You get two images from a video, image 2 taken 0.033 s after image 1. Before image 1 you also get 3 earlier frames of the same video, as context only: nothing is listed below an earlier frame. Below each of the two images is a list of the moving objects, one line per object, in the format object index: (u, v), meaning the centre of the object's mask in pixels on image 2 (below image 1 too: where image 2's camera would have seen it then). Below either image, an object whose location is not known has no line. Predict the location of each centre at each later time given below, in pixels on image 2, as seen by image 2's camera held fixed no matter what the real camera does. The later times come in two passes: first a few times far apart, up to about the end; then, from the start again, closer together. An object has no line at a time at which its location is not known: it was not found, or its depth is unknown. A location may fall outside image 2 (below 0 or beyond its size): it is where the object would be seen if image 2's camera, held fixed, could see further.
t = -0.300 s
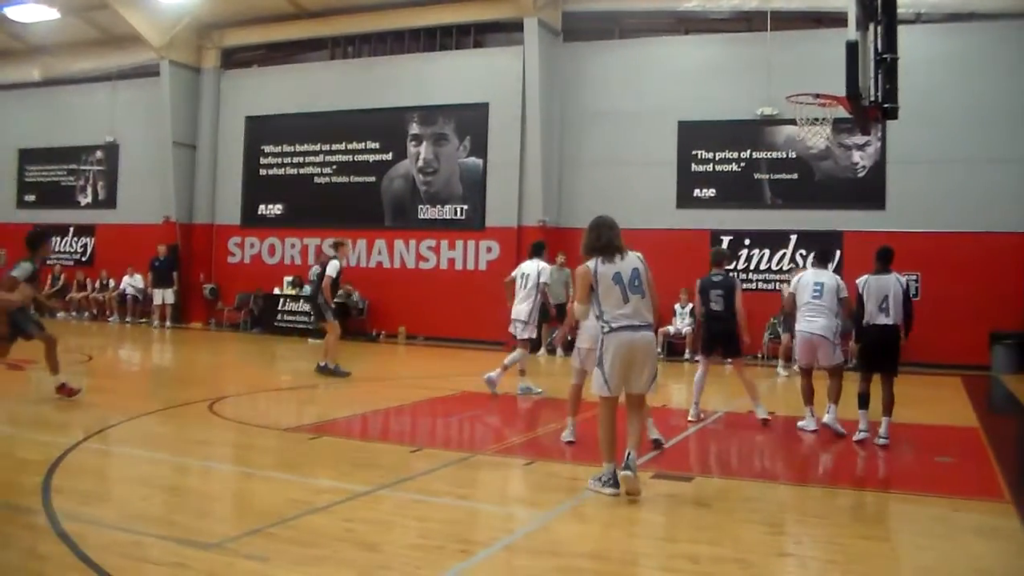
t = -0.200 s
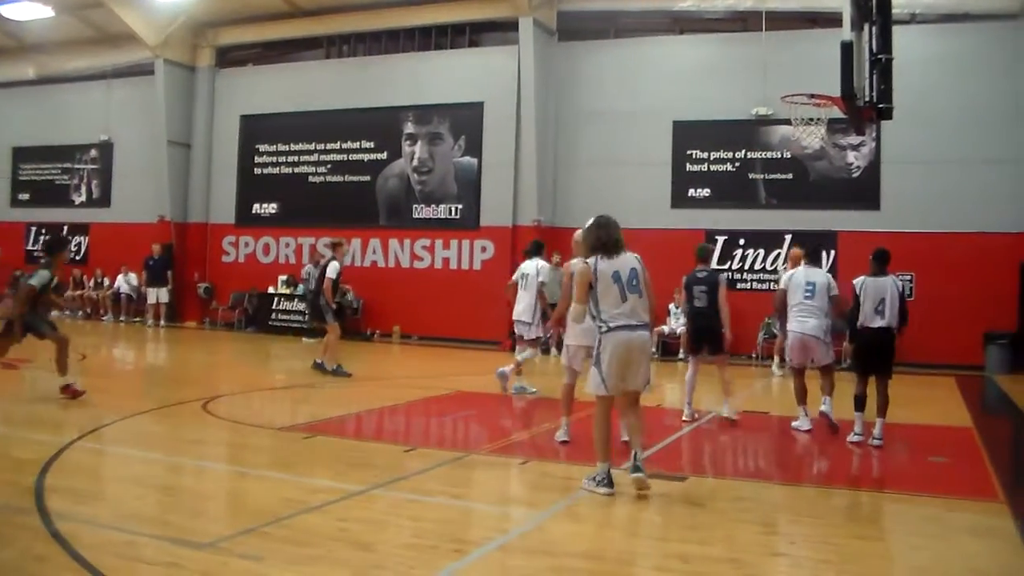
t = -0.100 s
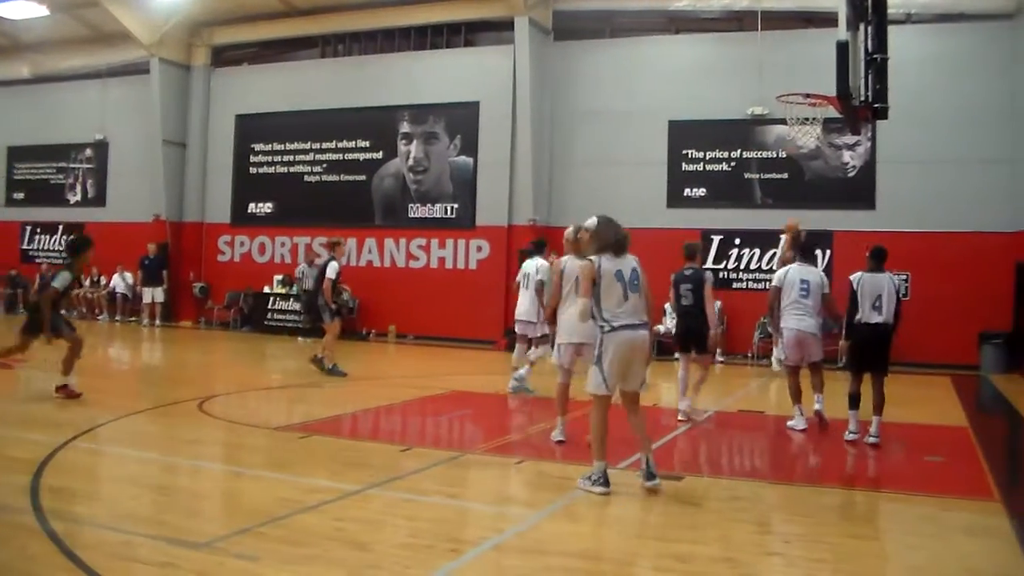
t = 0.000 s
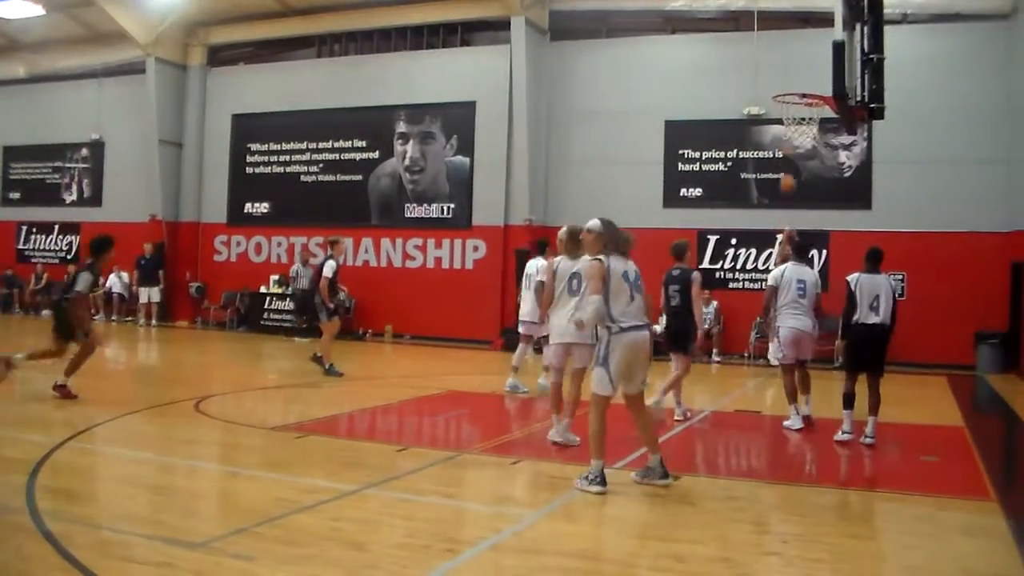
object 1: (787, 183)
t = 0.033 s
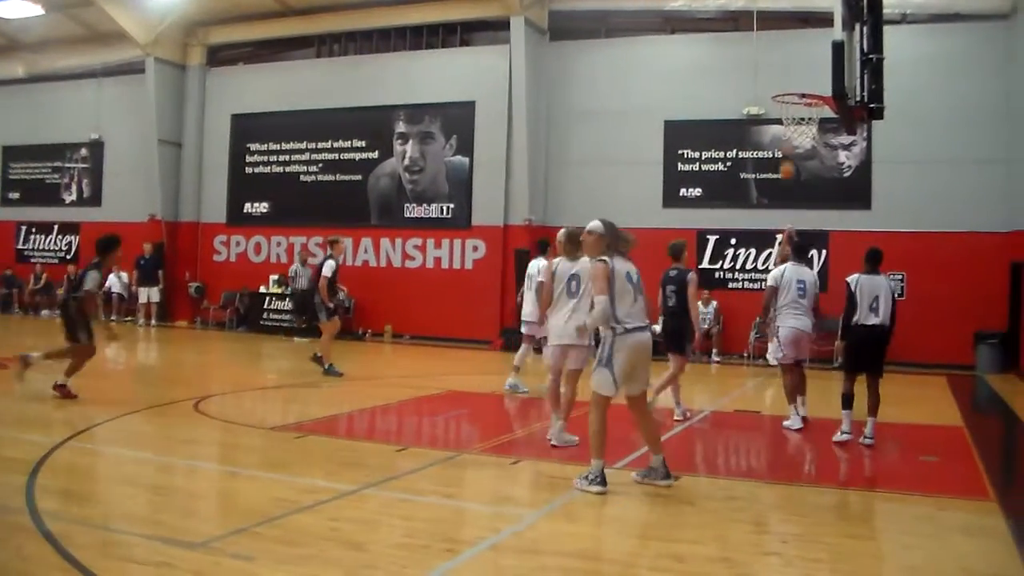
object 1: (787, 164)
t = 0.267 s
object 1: (786, 90)
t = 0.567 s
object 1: (784, 28)
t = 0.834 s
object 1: (783, 27)
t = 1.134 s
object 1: (799, 107)
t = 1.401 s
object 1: (797, 137)
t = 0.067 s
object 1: (787, 158)
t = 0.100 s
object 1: (787, 147)
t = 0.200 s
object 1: (788, 110)
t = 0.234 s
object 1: (786, 101)
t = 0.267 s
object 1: (786, 90)
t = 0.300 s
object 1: (786, 83)
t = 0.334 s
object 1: (786, 73)
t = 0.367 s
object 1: (786, 65)
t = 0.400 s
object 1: (786, 58)
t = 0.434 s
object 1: (785, 51)
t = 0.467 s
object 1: (785, 45)
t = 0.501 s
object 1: (785, 38)
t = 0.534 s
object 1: (785, 32)
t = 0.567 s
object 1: (784, 28)
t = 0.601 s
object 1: (784, 25)
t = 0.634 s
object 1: (784, 23)
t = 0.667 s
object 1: (784, 21)
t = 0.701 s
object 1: (784, 21)
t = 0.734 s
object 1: (784, 21)
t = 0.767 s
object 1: (784, 21)
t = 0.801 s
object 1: (783, 24)
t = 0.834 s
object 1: (783, 27)
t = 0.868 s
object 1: (783, 31)
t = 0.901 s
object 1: (783, 37)
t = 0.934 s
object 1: (783, 46)
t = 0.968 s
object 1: (783, 54)
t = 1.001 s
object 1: (783, 64)
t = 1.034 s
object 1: (783, 74)
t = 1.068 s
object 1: (782, 88)
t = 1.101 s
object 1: (789, 98)
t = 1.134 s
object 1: (799, 107)
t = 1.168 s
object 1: (808, 112)
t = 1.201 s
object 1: (811, 117)
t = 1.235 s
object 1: (812, 126)
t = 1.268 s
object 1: (812, 128)
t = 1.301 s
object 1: (810, 130)
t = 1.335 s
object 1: (806, 131)
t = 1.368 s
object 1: (802, 133)
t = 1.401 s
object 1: (797, 137)
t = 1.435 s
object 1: (794, 140)
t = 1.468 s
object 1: (787, 146)
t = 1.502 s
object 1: (783, 153)
